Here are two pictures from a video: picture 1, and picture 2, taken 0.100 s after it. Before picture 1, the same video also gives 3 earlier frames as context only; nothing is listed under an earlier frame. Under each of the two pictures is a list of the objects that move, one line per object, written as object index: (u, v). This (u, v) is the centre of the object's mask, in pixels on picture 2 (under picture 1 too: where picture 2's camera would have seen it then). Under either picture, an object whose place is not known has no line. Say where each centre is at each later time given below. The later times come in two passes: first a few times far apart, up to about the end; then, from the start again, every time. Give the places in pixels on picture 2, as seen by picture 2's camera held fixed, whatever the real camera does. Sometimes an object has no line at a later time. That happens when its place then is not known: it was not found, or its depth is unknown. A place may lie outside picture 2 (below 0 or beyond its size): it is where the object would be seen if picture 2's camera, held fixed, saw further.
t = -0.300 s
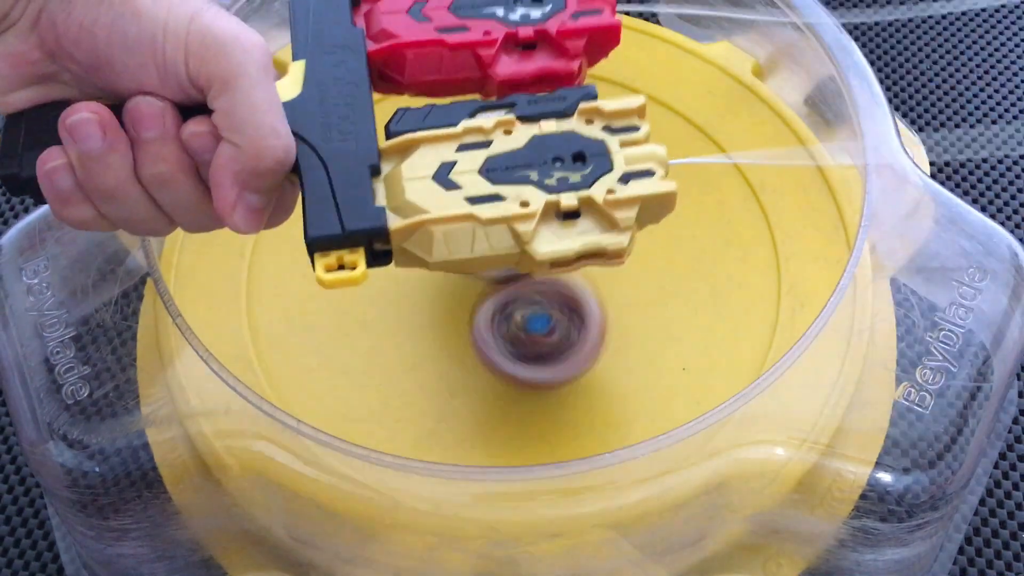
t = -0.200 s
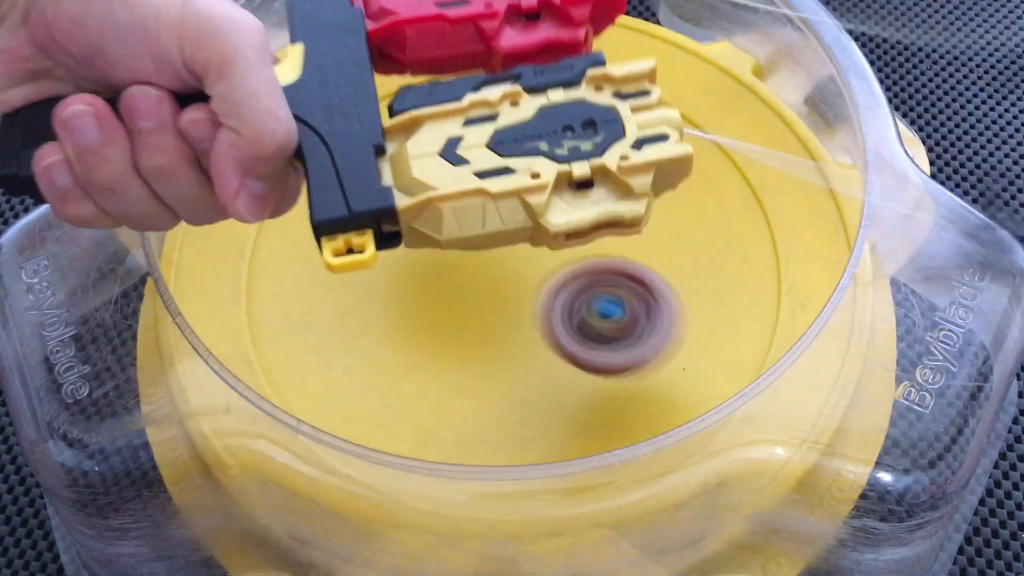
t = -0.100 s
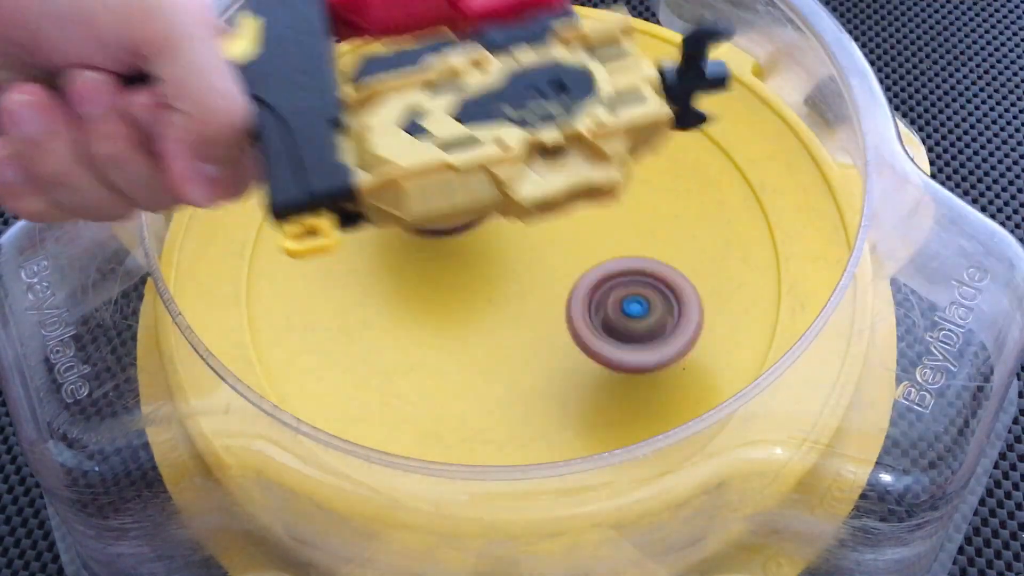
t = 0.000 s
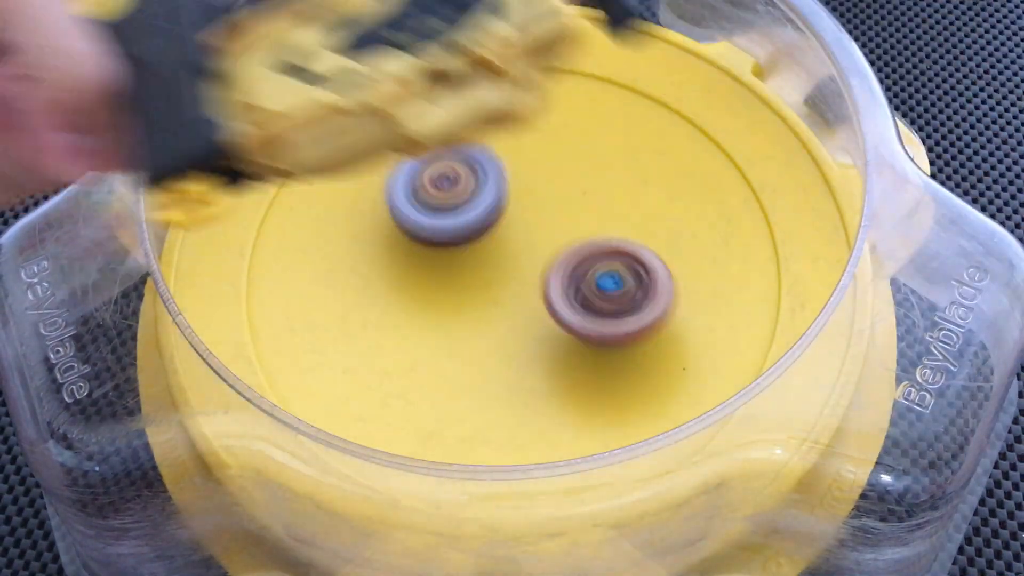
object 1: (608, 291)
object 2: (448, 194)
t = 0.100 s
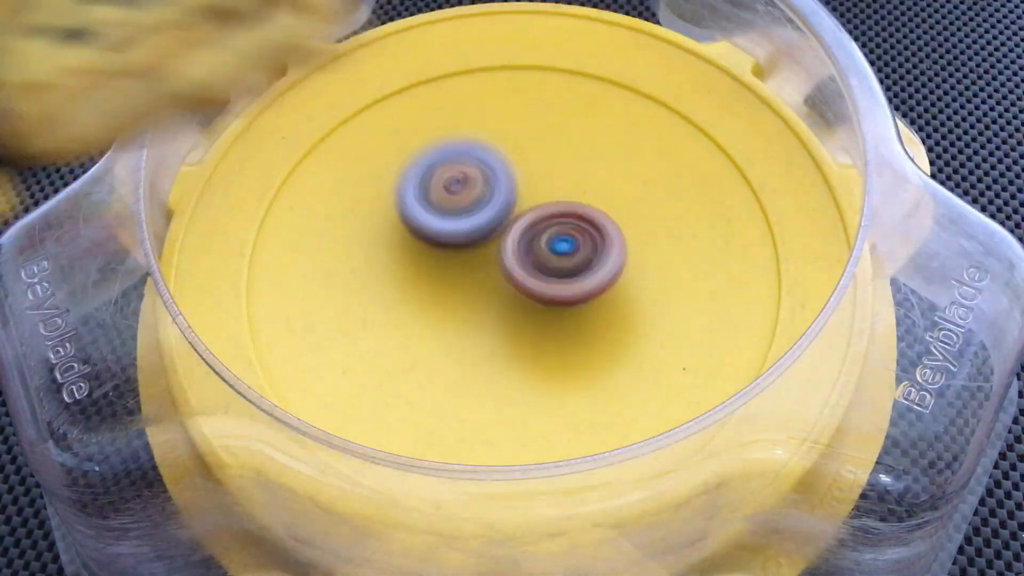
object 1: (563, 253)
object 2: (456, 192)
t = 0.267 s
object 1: (525, 264)
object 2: (439, 159)
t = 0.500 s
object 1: (530, 305)
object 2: (477, 155)
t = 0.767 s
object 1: (576, 318)
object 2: (539, 177)
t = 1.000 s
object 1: (630, 362)
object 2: (499, 126)
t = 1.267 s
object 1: (605, 316)
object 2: (514, 134)
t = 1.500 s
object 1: (465, 345)
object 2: (429, 191)
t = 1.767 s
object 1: (498, 371)
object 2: (396, 187)
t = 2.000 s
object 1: (636, 379)
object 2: (347, 140)
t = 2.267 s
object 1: (625, 317)
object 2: (433, 136)
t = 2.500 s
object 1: (604, 314)
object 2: (492, 226)
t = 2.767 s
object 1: (610, 279)
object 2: (424, 269)
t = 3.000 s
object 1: (544, 264)
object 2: (395, 253)
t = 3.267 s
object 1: (590, 271)
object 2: (382, 210)
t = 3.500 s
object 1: (647, 217)
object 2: (428, 189)
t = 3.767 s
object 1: (567, 234)
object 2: (406, 285)
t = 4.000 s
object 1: (539, 314)
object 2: (380, 288)
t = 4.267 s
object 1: (609, 338)
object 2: (449, 250)
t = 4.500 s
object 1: (667, 284)
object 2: (484, 201)
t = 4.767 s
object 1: (661, 230)
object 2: (471, 145)
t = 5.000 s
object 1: (526, 328)
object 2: (455, 158)
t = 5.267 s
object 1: (539, 402)
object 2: (432, 219)
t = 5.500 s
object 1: (539, 329)
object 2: (392, 271)
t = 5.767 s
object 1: (512, 248)
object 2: (375, 198)
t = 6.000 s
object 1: (565, 216)
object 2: (436, 172)
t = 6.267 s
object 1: (628, 199)
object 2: (483, 249)
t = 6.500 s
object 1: (590, 223)
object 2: (473, 322)
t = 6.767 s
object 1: (566, 255)
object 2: (430, 342)
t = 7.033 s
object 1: (566, 223)
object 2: (408, 305)
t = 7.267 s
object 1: (553, 184)
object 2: (430, 277)
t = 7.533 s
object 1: (549, 165)
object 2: (461, 282)
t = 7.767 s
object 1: (555, 182)
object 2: (494, 328)
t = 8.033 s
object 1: (554, 232)
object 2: (496, 339)
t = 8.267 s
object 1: (557, 204)
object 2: (470, 336)
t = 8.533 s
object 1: (543, 184)
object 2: (462, 318)
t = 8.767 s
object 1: (516, 186)
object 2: (470, 301)
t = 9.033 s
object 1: (518, 189)
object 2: (500, 336)
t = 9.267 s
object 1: (539, 213)
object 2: (531, 334)
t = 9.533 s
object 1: (547, 194)
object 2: (523, 331)
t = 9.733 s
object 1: (512, 188)
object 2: (500, 306)
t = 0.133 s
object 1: (554, 252)
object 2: (448, 182)
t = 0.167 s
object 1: (544, 249)
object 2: (445, 175)
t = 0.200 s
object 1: (532, 250)
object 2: (446, 172)
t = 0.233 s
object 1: (529, 257)
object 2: (440, 164)
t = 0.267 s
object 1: (525, 264)
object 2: (439, 159)
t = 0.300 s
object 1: (522, 271)
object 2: (443, 157)
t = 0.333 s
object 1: (519, 279)
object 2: (447, 156)
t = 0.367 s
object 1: (518, 286)
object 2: (450, 155)
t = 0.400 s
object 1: (519, 293)
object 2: (455, 154)
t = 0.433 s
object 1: (522, 298)
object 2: (460, 154)
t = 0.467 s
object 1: (525, 303)
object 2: (467, 153)
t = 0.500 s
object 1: (530, 305)
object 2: (477, 155)
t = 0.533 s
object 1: (534, 306)
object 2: (488, 158)
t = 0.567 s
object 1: (538, 305)
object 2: (500, 164)
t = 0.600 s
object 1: (541, 301)
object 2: (513, 174)
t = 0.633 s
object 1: (542, 297)
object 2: (524, 185)
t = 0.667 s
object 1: (552, 307)
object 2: (528, 182)
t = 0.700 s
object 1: (561, 316)
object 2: (531, 176)
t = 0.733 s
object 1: (568, 320)
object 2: (535, 174)
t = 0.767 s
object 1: (576, 318)
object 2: (539, 177)
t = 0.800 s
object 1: (581, 314)
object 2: (543, 182)
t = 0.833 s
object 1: (585, 308)
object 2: (543, 188)
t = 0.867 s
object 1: (585, 301)
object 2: (541, 196)
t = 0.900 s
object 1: (600, 323)
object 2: (527, 179)
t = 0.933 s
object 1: (610, 339)
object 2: (512, 158)
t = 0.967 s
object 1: (622, 352)
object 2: (505, 141)
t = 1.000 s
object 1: (630, 362)
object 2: (499, 126)
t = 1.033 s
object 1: (636, 364)
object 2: (497, 116)
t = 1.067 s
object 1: (640, 361)
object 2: (498, 108)
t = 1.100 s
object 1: (643, 359)
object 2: (501, 103)
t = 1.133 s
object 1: (645, 355)
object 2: (505, 103)
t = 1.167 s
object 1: (643, 348)
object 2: (509, 105)
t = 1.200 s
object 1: (635, 338)
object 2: (511, 111)
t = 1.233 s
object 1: (625, 327)
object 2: (513, 121)
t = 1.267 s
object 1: (605, 316)
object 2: (514, 134)
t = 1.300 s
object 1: (585, 306)
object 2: (511, 149)
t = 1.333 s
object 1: (561, 298)
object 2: (505, 167)
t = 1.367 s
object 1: (532, 293)
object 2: (495, 184)
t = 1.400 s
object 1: (511, 303)
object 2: (479, 190)
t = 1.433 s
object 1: (493, 318)
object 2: (461, 191)
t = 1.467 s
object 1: (477, 332)
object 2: (444, 191)
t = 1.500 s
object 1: (465, 345)
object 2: (429, 191)
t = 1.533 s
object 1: (461, 359)
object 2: (416, 190)
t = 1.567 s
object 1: (459, 369)
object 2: (404, 188)
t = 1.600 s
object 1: (461, 377)
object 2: (396, 186)
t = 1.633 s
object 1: (467, 382)
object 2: (391, 184)
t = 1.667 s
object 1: (474, 385)
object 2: (388, 181)
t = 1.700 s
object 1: (480, 385)
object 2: (388, 181)
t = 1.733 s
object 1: (490, 380)
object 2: (391, 183)
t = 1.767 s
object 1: (498, 371)
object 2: (396, 187)
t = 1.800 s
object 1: (504, 358)
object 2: (403, 194)
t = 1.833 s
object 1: (506, 344)
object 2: (413, 205)
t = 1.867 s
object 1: (503, 326)
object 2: (419, 216)
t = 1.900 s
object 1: (508, 319)
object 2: (417, 223)
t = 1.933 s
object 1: (551, 344)
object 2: (386, 192)
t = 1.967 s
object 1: (593, 364)
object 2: (361, 164)
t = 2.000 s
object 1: (636, 379)
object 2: (347, 140)
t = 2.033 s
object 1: (671, 378)
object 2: (340, 121)
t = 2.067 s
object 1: (707, 388)
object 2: (343, 109)
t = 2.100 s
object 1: (699, 365)
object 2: (355, 109)
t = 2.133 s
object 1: (695, 358)
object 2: (367, 113)
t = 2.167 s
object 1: (685, 348)
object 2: (382, 119)
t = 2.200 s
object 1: (665, 335)
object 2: (395, 121)
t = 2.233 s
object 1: (644, 325)
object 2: (413, 127)
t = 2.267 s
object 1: (625, 317)
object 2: (433, 136)
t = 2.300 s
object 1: (604, 310)
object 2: (453, 151)
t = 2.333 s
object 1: (590, 306)
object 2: (474, 170)
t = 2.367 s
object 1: (581, 299)
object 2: (493, 192)
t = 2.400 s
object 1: (580, 299)
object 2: (498, 211)
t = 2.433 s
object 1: (592, 310)
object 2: (495, 214)
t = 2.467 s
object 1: (599, 314)
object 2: (495, 219)
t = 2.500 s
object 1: (604, 314)
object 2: (492, 226)
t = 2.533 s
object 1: (605, 311)
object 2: (490, 233)
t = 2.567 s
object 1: (606, 306)
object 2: (487, 240)
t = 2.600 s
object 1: (602, 300)
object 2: (481, 248)
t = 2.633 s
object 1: (599, 297)
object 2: (474, 255)
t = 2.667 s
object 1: (606, 294)
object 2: (458, 259)
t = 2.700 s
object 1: (610, 291)
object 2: (445, 262)
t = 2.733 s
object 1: (611, 285)
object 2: (433, 267)
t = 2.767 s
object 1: (610, 279)
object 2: (424, 269)
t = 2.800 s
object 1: (603, 272)
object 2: (418, 266)
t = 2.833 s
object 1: (593, 267)
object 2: (414, 265)
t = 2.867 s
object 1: (580, 263)
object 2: (411, 263)
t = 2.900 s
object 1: (564, 261)
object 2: (411, 262)
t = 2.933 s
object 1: (549, 261)
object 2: (411, 261)
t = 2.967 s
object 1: (542, 263)
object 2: (403, 257)
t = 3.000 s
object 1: (544, 264)
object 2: (395, 253)
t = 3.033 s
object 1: (543, 264)
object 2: (390, 249)
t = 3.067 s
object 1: (543, 264)
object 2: (389, 244)
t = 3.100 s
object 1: (541, 264)
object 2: (390, 240)
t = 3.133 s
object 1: (538, 265)
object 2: (395, 237)
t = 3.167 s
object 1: (536, 265)
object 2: (403, 233)
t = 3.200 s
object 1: (539, 268)
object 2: (408, 232)
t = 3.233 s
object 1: (566, 271)
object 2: (392, 221)
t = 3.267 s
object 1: (590, 271)
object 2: (382, 210)
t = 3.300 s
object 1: (612, 268)
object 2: (379, 199)
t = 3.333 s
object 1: (629, 262)
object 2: (380, 192)
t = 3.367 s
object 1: (644, 253)
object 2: (385, 186)
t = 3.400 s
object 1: (653, 244)
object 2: (392, 184)
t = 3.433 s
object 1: (654, 235)
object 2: (401, 183)
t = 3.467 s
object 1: (654, 225)
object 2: (414, 184)
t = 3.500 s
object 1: (647, 217)
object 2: (428, 189)
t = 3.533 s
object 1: (636, 212)
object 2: (443, 197)
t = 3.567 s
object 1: (621, 207)
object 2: (458, 210)
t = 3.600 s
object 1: (602, 208)
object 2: (473, 225)
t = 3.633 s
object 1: (597, 208)
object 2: (466, 239)
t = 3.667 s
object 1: (591, 211)
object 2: (452, 255)
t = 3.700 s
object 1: (584, 217)
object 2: (435, 268)
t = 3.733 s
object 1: (575, 225)
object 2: (419, 277)
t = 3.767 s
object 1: (567, 234)
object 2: (406, 285)
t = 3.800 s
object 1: (559, 246)
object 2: (394, 289)
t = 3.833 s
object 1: (551, 258)
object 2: (386, 292)
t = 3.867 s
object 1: (545, 271)
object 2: (379, 293)
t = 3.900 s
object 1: (540, 283)
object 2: (377, 292)
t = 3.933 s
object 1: (539, 293)
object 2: (376, 290)
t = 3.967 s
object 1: (537, 305)
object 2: (377, 288)
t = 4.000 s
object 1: (539, 314)
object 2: (380, 288)
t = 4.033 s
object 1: (539, 323)
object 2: (388, 285)
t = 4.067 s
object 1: (541, 329)
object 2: (399, 286)
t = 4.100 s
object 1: (544, 333)
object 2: (411, 284)
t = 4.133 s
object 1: (545, 336)
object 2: (426, 283)
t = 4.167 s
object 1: (560, 341)
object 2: (429, 275)
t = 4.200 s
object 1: (579, 345)
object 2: (433, 266)
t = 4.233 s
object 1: (596, 342)
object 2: (439, 258)
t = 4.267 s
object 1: (609, 338)
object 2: (449, 250)
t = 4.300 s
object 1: (618, 330)
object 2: (461, 245)
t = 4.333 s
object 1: (623, 319)
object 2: (474, 240)
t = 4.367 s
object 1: (625, 307)
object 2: (489, 237)
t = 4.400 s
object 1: (620, 293)
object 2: (504, 236)
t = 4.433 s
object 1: (621, 284)
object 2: (510, 233)
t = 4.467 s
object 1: (640, 286)
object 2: (498, 219)
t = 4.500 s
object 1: (667, 284)
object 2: (484, 201)
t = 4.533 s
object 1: (688, 279)
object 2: (476, 188)
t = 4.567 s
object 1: (702, 271)
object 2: (470, 174)
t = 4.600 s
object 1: (710, 263)
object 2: (466, 164)
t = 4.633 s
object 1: (713, 255)
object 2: (465, 155)
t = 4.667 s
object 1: (707, 246)
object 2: (464, 150)
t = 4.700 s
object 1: (699, 238)
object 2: (467, 146)
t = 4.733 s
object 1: (682, 233)
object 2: (468, 145)
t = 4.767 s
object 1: (661, 230)
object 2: (471, 145)
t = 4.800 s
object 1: (635, 230)
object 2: (474, 146)
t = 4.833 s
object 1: (609, 233)
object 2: (478, 150)
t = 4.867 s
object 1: (579, 240)
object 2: (483, 156)
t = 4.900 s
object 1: (556, 254)
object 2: (483, 163)
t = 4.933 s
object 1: (543, 279)
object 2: (471, 158)
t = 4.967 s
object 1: (532, 303)
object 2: (464, 157)
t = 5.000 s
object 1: (526, 328)
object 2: (455, 158)
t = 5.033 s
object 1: (522, 350)
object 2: (451, 160)
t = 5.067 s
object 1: (522, 368)
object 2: (446, 163)
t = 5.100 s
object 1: (523, 384)
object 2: (444, 169)
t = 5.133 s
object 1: (527, 395)
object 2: (442, 178)
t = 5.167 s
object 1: (533, 402)
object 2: (440, 189)
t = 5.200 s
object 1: (535, 404)
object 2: (436, 198)
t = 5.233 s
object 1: (538, 404)
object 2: (433, 208)
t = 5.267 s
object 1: (539, 402)
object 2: (432, 219)
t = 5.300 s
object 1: (544, 399)
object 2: (431, 231)
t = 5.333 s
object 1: (544, 391)
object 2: (431, 246)
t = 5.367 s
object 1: (543, 378)
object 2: (428, 258)
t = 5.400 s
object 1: (540, 363)
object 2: (423, 271)
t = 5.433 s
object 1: (533, 347)
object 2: (422, 279)
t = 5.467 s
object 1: (536, 339)
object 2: (406, 280)
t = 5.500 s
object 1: (539, 329)
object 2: (392, 271)
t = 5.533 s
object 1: (537, 316)
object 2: (379, 266)
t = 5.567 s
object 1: (532, 304)
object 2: (369, 257)
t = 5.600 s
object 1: (526, 292)
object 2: (365, 248)
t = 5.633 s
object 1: (517, 278)
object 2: (365, 239)
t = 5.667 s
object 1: (507, 267)
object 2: (371, 229)
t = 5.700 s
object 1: (500, 259)
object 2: (375, 221)
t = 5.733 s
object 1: (502, 252)
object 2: (375, 210)
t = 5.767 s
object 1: (512, 248)
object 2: (375, 198)
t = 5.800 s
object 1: (521, 245)
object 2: (380, 187)
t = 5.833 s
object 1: (526, 238)
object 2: (386, 178)
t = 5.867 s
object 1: (534, 231)
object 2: (395, 174)
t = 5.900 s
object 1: (539, 225)
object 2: (409, 172)
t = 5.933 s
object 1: (541, 218)
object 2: (425, 173)
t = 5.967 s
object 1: (551, 219)
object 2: (431, 172)
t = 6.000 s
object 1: (565, 216)
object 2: (436, 172)
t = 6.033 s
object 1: (578, 217)
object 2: (445, 175)
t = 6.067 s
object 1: (588, 213)
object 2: (455, 183)
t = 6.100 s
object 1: (596, 210)
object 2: (464, 189)
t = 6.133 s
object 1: (601, 208)
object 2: (472, 198)
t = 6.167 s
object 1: (612, 208)
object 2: (478, 211)
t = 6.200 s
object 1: (621, 204)
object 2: (482, 224)
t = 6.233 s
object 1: (627, 203)
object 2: (480, 237)
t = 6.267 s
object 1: (628, 199)
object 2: (483, 249)
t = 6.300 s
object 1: (629, 196)
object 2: (486, 263)
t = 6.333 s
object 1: (629, 195)
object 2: (483, 278)
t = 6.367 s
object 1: (626, 197)
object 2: (480, 288)
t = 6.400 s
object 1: (617, 201)
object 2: (480, 298)
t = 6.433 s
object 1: (610, 206)
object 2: (480, 310)
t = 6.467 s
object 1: (602, 214)
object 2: (475, 317)
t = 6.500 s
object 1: (590, 223)
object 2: (473, 322)
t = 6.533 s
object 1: (582, 233)
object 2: (474, 328)
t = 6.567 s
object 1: (571, 245)
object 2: (471, 330)
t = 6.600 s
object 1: (564, 253)
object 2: (464, 333)
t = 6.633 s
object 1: (564, 256)
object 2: (459, 338)
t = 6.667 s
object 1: (566, 257)
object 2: (449, 344)
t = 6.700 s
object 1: (567, 256)
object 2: (437, 345)
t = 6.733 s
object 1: (566, 256)
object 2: (434, 344)
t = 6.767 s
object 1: (566, 255)
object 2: (430, 342)
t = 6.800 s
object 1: (562, 255)
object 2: (425, 339)
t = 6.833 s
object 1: (558, 256)
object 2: (427, 333)
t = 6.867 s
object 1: (552, 255)
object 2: (430, 325)
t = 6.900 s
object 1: (547, 256)
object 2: (432, 319)
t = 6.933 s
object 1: (556, 249)
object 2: (425, 318)
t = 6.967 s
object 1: (559, 241)
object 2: (419, 314)
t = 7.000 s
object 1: (565, 230)
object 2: (408, 311)
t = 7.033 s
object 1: (566, 223)
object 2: (408, 305)
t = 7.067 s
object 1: (563, 215)
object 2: (408, 296)
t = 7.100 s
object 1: (559, 209)
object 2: (408, 290)
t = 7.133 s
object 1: (555, 205)
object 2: (417, 281)
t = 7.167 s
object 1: (546, 202)
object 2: (426, 273)
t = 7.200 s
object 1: (538, 202)
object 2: (435, 267)
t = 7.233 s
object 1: (547, 193)
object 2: (436, 273)
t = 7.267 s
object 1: (553, 184)
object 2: (430, 277)
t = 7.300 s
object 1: (561, 173)
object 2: (430, 276)
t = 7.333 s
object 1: (562, 167)
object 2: (429, 280)
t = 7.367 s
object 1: (562, 160)
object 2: (430, 280)
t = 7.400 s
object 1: (563, 157)
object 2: (437, 280)
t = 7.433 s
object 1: (560, 156)
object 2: (438, 280)
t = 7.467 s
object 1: (555, 158)
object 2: (447, 281)
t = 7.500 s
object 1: (551, 159)
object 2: (455, 283)
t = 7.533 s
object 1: (549, 165)
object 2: (461, 282)
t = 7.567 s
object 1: (544, 174)
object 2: (472, 285)
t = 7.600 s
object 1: (540, 184)
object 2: (481, 282)
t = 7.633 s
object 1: (545, 186)
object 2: (489, 292)
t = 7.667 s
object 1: (549, 186)
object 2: (489, 305)
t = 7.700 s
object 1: (551, 182)
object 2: (490, 312)
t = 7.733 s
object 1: (553, 183)
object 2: (494, 324)
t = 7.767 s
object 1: (555, 182)
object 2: (494, 328)
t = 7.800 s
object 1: (556, 187)
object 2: (498, 335)
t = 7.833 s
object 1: (553, 190)
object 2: (494, 339)
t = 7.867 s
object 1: (555, 196)
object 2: (498, 340)
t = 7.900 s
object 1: (552, 203)
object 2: (496, 340)
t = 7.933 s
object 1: (552, 211)
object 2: (497, 336)
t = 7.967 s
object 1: (550, 219)
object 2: (496, 337)
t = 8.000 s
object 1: (551, 228)
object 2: (497, 333)
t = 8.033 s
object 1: (554, 232)
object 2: (496, 339)
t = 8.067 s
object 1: (564, 227)
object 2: (490, 345)
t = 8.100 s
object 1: (564, 221)
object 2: (491, 350)
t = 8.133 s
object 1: (566, 214)
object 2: (479, 349)
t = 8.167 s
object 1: (567, 209)
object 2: (477, 352)
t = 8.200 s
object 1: (566, 205)
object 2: (473, 348)
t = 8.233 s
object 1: (563, 204)
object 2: (473, 342)
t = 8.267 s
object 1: (557, 204)
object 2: (470, 336)
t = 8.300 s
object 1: (552, 204)
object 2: (475, 329)
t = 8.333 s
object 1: (546, 208)
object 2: (475, 319)
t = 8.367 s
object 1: (541, 211)
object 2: (482, 314)
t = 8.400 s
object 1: (542, 210)
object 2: (480, 310)
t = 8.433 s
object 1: (543, 208)
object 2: (480, 313)
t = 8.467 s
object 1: (544, 199)
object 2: (471, 316)
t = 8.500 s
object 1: (545, 191)
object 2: (470, 320)
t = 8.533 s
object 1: (543, 184)
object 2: (462, 318)
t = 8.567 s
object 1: (540, 180)
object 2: (460, 321)
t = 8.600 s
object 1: (534, 178)
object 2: (462, 317)
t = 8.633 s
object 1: (529, 177)
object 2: (461, 313)
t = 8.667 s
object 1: (522, 179)
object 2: (463, 307)
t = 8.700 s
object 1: (517, 182)
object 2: (464, 303)
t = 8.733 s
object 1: (514, 189)
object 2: (474, 295)
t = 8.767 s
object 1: (516, 186)
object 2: (470, 301)
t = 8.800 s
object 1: (520, 183)
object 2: (474, 314)
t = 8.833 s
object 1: (516, 182)
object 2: (473, 319)
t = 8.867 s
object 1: (514, 176)
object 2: (474, 329)
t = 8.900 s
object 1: (518, 174)
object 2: (483, 333)
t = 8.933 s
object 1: (520, 177)
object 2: (487, 333)
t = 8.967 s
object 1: (516, 181)
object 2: (492, 335)
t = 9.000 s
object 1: (516, 183)
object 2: (492, 334)
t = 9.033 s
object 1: (518, 189)
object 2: (500, 336)
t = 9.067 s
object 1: (517, 194)
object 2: (510, 330)
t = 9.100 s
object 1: (521, 201)
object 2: (513, 326)
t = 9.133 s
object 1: (524, 210)
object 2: (523, 322)
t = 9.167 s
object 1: (525, 210)
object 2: (526, 322)
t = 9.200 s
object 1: (531, 210)
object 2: (531, 328)
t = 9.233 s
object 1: (537, 211)
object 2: (533, 330)
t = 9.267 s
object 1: (539, 213)
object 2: (531, 334)
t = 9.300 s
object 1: (540, 212)
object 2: (537, 335)
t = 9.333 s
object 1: (544, 212)
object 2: (531, 332)
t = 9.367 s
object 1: (548, 215)
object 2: (532, 332)
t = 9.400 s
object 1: (547, 218)
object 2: (532, 325)
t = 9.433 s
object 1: (549, 216)
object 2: (529, 323)
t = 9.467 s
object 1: (551, 210)
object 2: (531, 325)
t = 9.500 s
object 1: (551, 202)
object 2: (526, 327)
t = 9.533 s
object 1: (547, 194)
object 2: (523, 331)
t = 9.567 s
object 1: (544, 186)
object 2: (521, 328)
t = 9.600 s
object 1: (541, 183)
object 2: (512, 325)
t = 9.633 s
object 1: (533, 183)
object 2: (508, 327)
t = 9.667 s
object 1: (524, 183)
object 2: (510, 320)
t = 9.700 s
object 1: (517, 184)
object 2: (503, 311)
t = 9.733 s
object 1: (512, 188)
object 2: (500, 306)
